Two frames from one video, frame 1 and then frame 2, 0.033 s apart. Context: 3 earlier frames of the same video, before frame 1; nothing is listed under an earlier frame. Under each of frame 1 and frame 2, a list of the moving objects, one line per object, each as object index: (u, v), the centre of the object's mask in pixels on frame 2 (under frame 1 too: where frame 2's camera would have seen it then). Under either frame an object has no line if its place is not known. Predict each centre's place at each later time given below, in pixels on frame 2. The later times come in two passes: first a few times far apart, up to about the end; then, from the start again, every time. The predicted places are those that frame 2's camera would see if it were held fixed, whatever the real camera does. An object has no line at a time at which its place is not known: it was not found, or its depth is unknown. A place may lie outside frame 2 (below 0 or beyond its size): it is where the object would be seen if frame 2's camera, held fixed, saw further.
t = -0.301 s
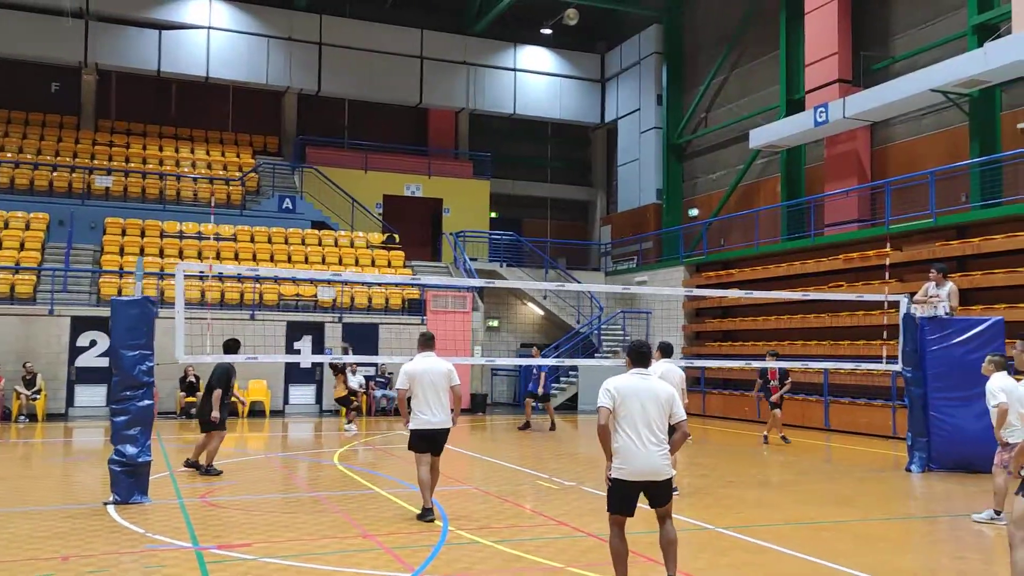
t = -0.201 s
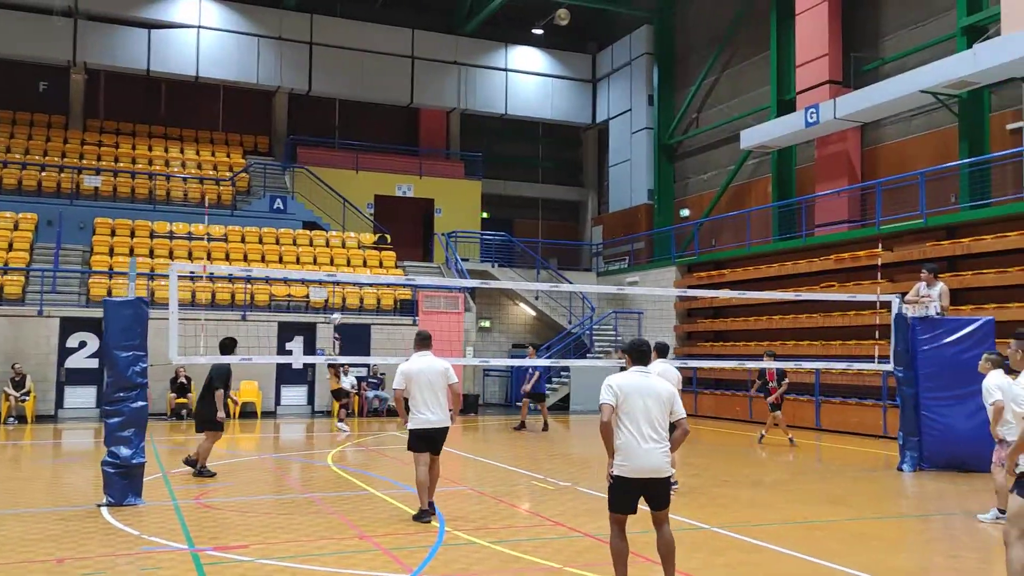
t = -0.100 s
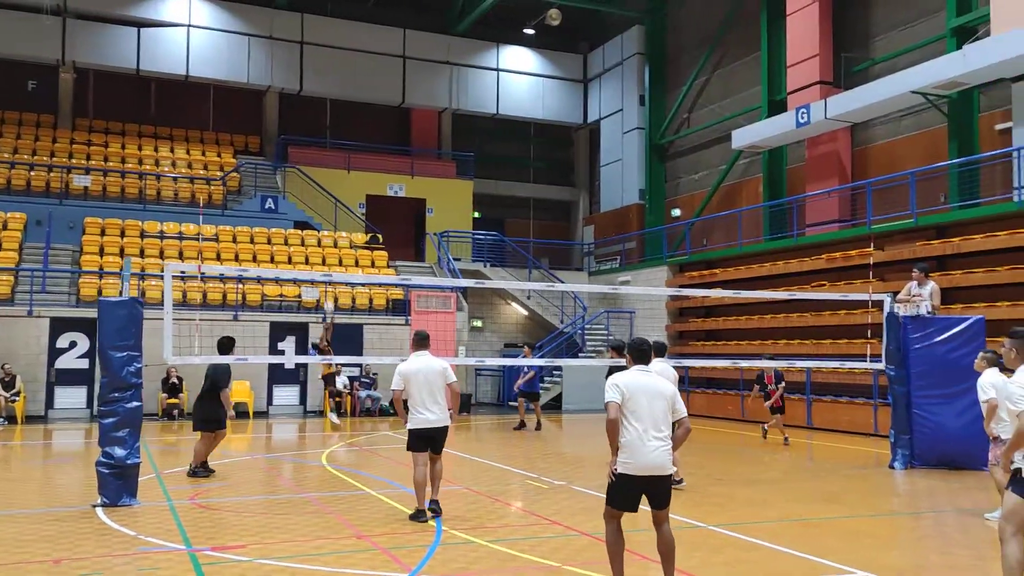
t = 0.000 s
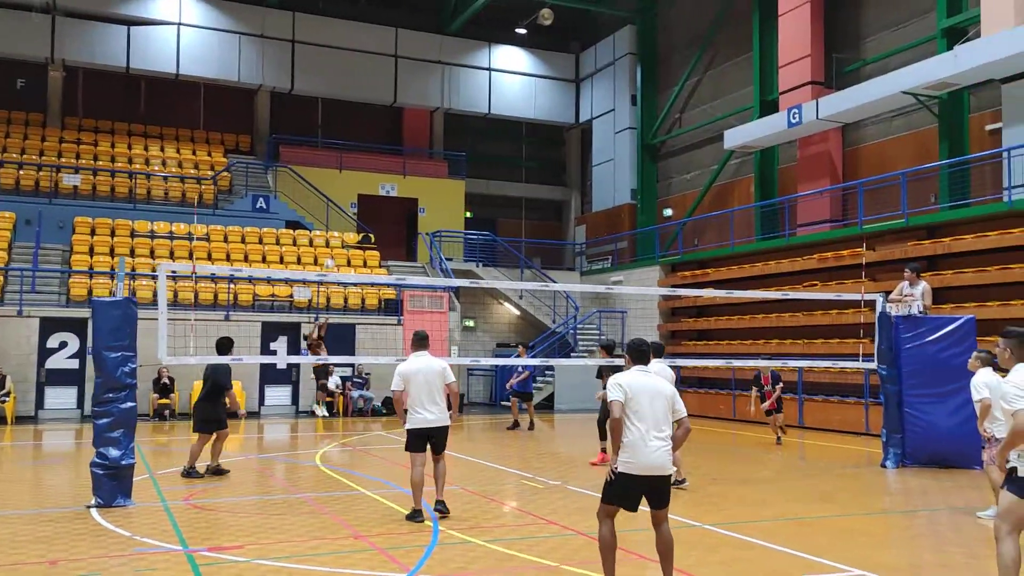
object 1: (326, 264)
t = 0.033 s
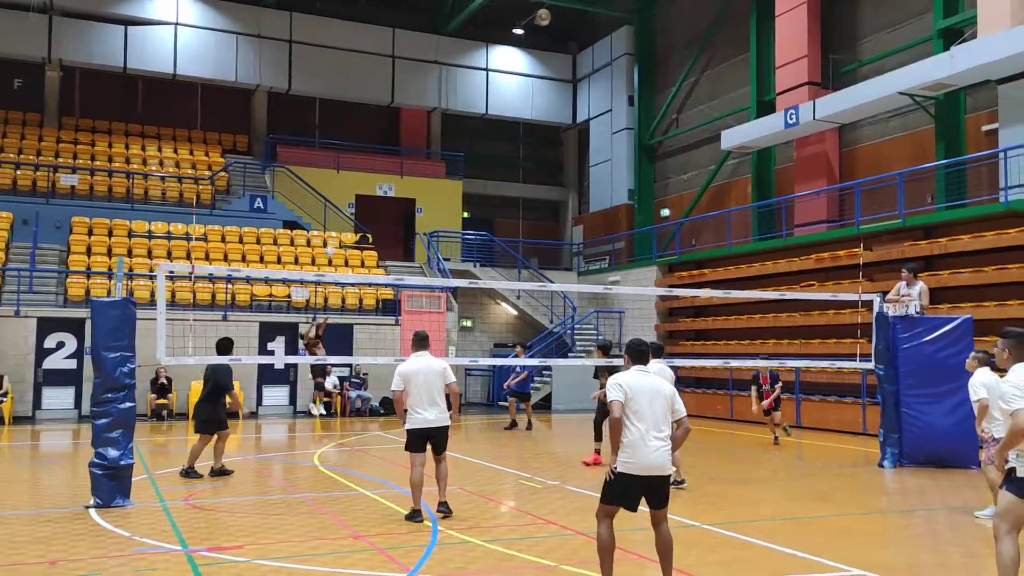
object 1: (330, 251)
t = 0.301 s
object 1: (354, 166)
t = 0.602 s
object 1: (380, 111)
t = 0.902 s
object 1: (406, 100)
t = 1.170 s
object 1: (429, 131)
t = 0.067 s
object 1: (332, 237)
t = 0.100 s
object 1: (336, 226)
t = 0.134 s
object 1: (339, 215)
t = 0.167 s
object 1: (342, 203)
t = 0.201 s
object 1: (346, 193)
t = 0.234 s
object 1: (348, 183)
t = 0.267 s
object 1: (351, 175)
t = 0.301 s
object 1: (354, 166)
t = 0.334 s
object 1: (357, 158)
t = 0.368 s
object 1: (360, 150)
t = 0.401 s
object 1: (363, 143)
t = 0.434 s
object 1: (366, 136)
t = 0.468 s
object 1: (369, 130)
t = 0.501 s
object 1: (372, 125)
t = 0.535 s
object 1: (375, 120)
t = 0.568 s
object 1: (378, 115)
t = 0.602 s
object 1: (380, 111)
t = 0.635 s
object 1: (383, 108)
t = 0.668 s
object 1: (386, 105)
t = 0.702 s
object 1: (389, 103)
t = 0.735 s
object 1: (392, 101)
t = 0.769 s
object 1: (395, 100)
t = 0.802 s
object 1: (398, 99)
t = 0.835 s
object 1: (400, 98)
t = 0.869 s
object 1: (403, 99)
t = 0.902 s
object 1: (406, 100)
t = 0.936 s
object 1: (409, 102)
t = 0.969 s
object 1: (412, 104)
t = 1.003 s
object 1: (415, 107)
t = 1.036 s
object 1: (418, 111)
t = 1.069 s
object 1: (420, 115)
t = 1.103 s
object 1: (423, 120)
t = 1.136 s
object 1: (426, 125)
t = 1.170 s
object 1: (429, 131)
